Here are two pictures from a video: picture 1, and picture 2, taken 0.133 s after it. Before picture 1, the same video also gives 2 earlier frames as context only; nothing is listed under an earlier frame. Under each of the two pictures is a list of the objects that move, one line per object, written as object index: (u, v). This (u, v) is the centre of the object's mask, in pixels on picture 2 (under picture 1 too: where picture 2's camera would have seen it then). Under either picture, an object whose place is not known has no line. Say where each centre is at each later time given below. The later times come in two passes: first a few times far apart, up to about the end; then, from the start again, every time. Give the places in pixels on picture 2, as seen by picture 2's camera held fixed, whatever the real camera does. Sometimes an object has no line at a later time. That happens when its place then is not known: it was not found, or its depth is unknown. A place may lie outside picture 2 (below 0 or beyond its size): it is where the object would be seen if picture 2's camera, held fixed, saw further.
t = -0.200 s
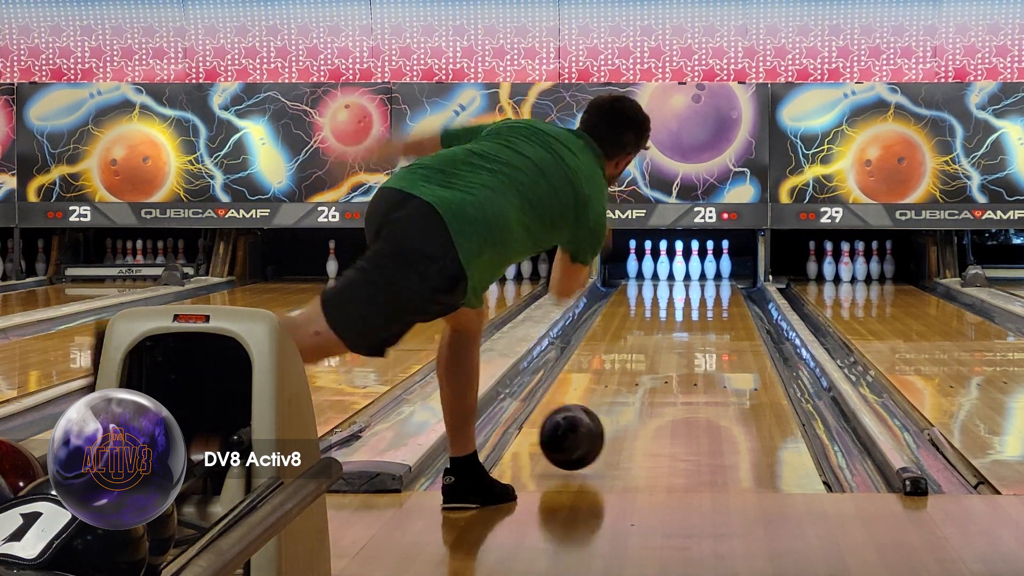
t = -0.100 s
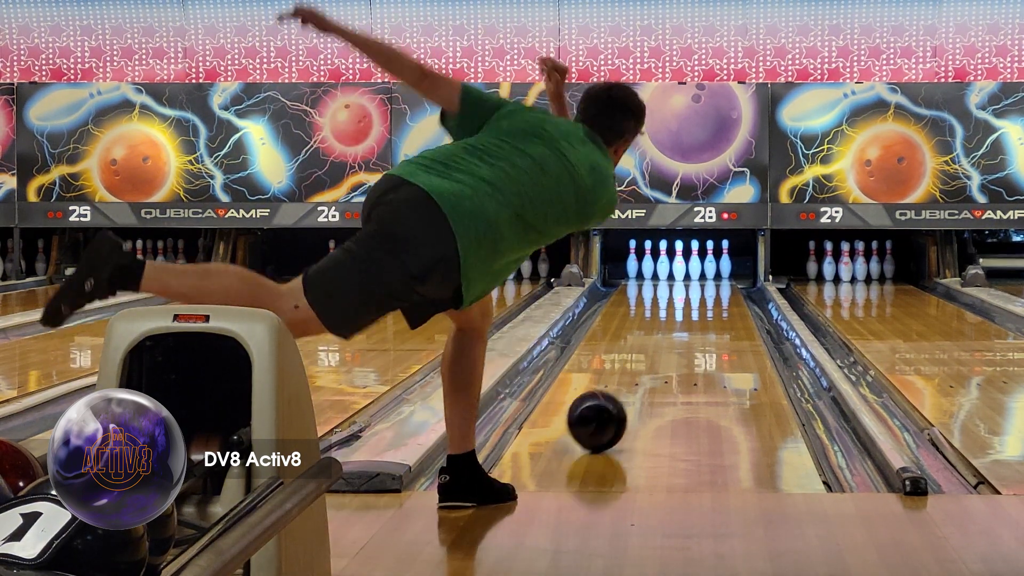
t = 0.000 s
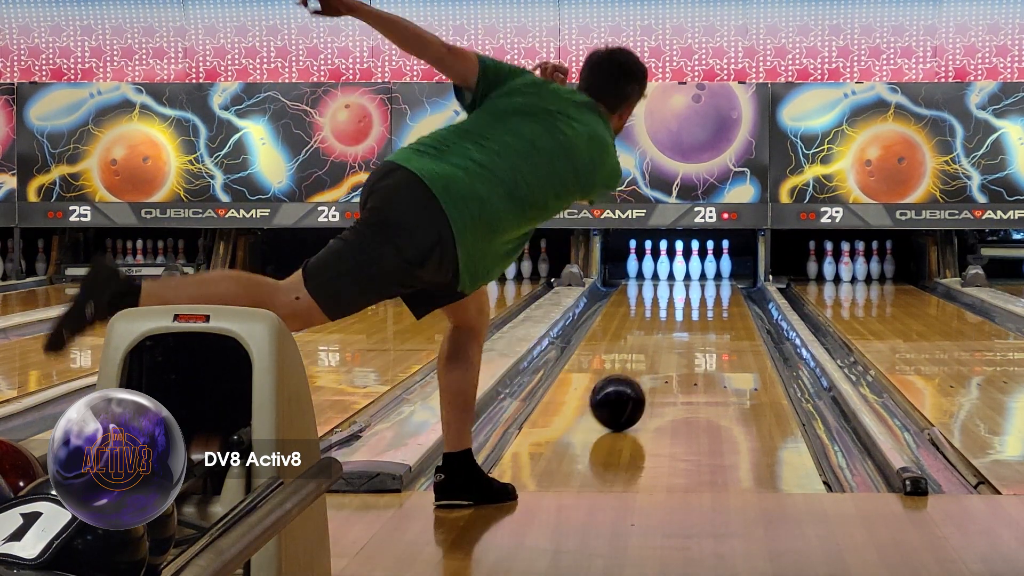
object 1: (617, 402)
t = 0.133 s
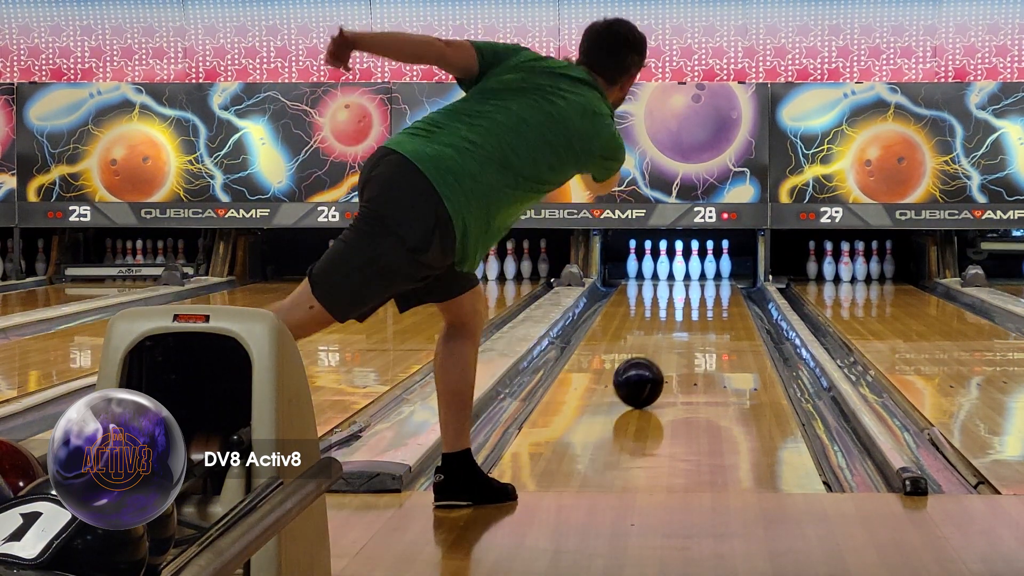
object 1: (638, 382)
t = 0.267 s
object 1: (655, 365)
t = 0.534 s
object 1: (678, 339)
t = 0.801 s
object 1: (692, 319)
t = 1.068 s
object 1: (701, 304)
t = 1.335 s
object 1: (705, 292)
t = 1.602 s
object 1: (705, 283)
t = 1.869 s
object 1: (697, 276)
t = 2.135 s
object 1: (684, 270)
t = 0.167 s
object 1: (643, 378)
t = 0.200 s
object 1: (647, 373)
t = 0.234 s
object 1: (651, 369)
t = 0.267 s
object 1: (655, 365)
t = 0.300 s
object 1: (658, 362)
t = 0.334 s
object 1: (661, 358)
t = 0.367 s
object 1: (664, 355)
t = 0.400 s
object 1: (667, 351)
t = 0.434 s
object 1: (670, 348)
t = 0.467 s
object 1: (673, 345)
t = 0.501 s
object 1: (675, 342)
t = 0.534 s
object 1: (678, 339)
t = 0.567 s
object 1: (680, 336)
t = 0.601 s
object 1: (682, 334)
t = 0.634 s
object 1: (684, 331)
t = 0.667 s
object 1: (686, 329)
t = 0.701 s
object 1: (688, 326)
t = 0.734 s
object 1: (689, 324)
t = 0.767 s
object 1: (691, 321)
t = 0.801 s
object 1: (692, 319)
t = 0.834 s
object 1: (694, 317)
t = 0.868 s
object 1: (695, 315)
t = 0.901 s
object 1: (696, 313)
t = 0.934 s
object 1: (698, 311)
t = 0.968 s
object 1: (699, 309)
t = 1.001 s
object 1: (700, 307)
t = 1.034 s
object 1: (700, 305)
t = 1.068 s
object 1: (701, 304)
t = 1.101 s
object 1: (702, 302)
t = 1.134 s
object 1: (703, 301)
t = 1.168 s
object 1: (703, 299)
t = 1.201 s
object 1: (704, 298)
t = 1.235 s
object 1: (704, 296)
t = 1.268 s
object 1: (705, 294)
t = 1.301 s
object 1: (705, 293)
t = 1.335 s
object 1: (705, 292)
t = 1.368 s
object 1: (706, 290)
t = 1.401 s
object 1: (705, 290)
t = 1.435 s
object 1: (706, 289)
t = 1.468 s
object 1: (706, 287)
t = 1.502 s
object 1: (706, 286)
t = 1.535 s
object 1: (706, 285)
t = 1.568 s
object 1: (706, 284)
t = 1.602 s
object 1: (705, 283)
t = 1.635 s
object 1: (704, 282)
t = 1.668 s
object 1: (704, 281)
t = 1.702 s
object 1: (703, 280)
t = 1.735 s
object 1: (702, 279)
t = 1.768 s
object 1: (701, 278)
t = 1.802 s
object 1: (700, 277)
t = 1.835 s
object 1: (698, 276)
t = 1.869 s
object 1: (697, 276)
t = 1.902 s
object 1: (695, 275)
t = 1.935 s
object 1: (693, 274)
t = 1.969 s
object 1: (692, 273)
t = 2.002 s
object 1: (690, 272)
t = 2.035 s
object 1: (688, 271)
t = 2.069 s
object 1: (686, 271)
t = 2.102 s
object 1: (684, 270)
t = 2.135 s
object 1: (684, 270)
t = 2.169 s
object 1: (681, 270)
